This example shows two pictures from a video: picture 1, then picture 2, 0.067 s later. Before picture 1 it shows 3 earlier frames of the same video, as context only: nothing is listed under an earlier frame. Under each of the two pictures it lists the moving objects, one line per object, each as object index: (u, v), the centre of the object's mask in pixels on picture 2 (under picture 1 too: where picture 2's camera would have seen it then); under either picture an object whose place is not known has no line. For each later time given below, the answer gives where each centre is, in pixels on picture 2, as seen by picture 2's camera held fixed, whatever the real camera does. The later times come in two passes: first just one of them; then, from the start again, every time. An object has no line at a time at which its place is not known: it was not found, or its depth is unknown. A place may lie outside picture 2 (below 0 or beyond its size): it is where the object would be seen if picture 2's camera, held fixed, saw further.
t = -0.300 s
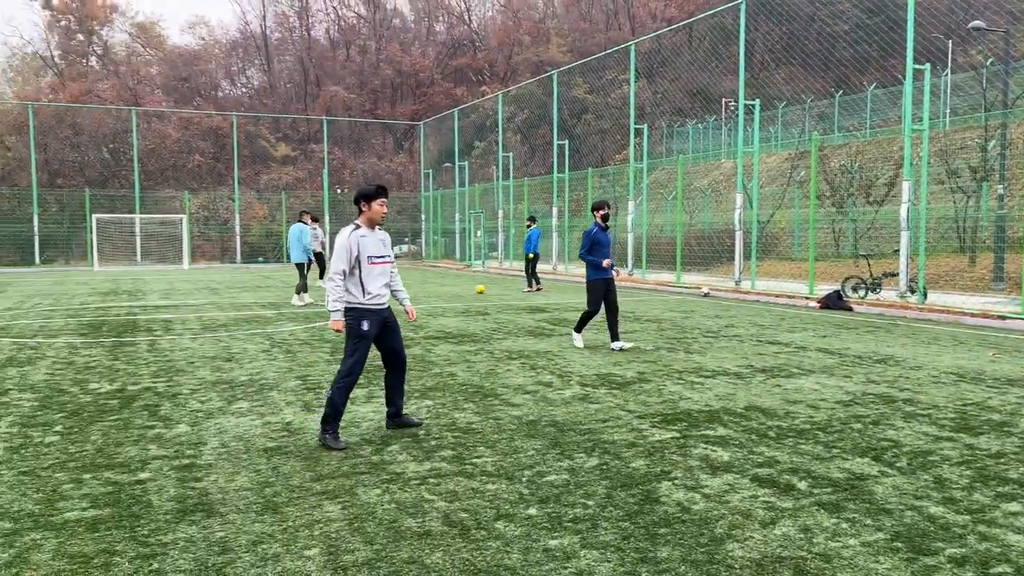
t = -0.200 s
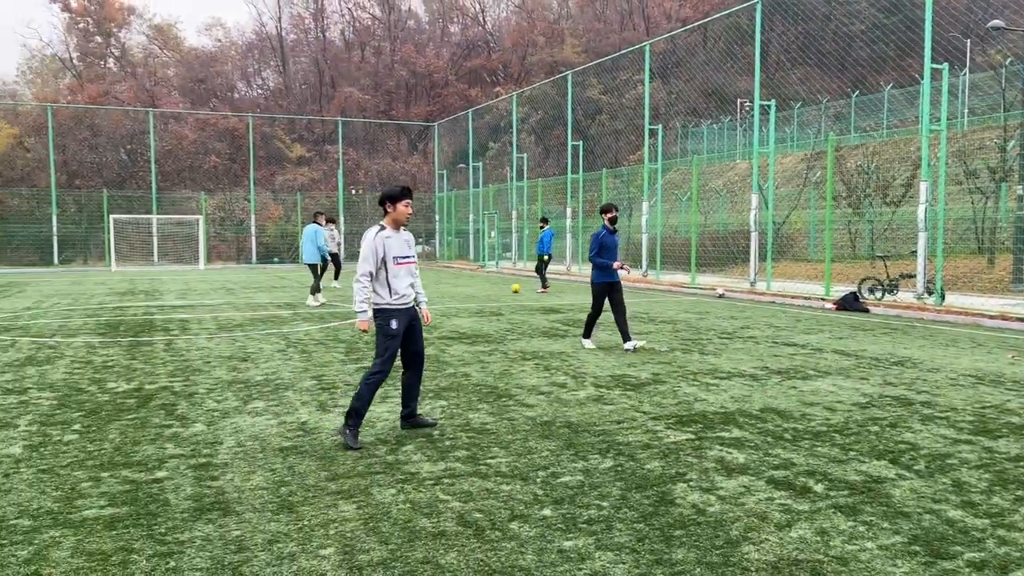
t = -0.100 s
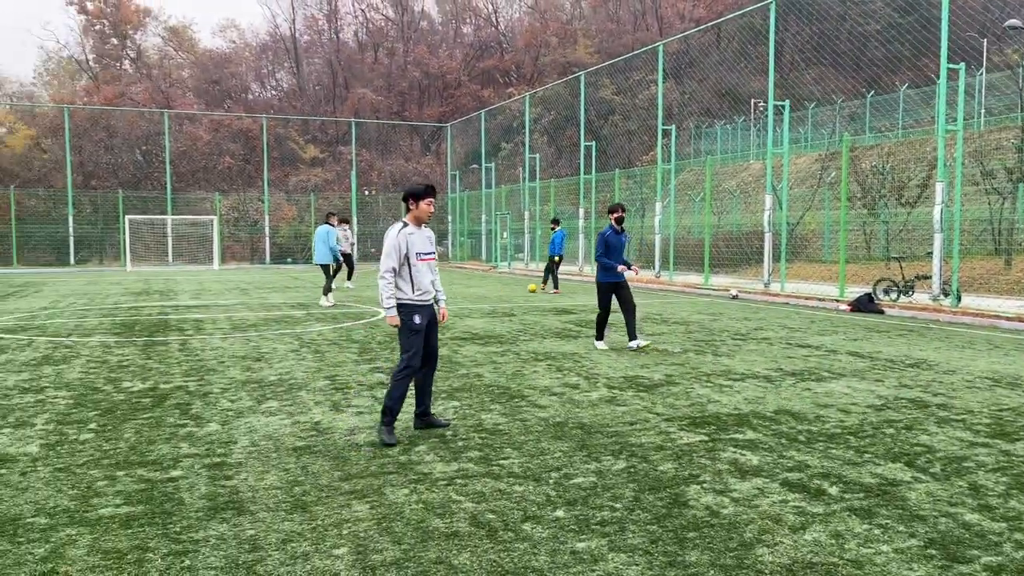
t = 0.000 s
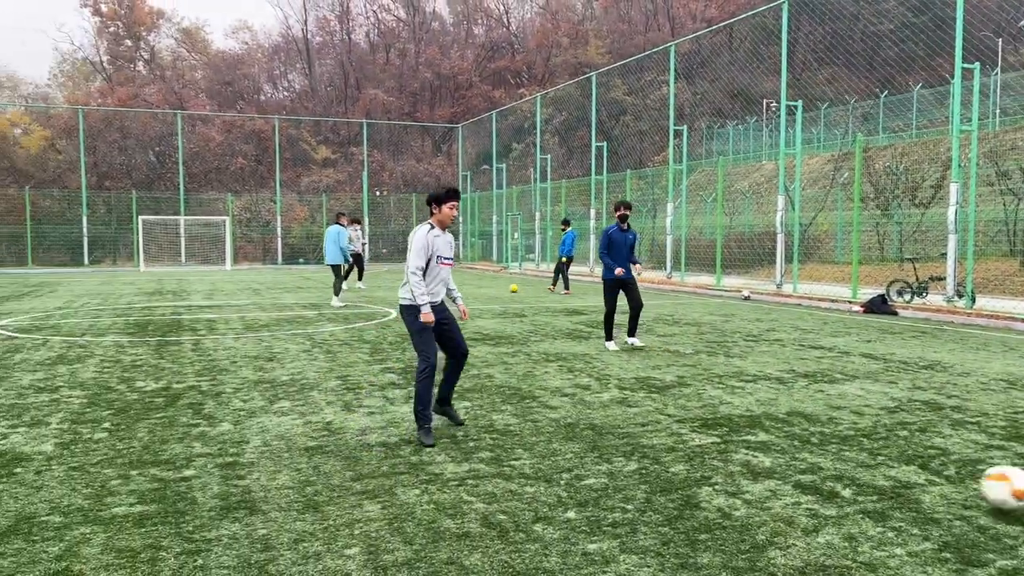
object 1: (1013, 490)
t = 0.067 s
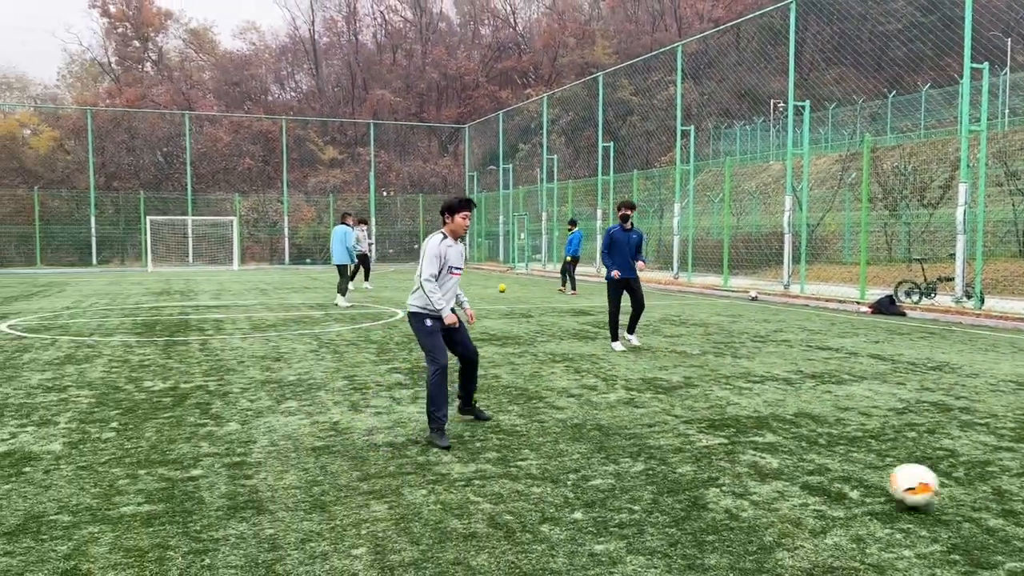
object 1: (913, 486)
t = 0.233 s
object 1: (698, 465)
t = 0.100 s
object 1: (864, 484)
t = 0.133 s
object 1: (821, 476)
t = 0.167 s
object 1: (779, 470)
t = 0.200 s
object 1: (738, 468)
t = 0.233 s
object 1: (698, 465)
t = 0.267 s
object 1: (659, 465)
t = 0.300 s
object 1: (623, 462)
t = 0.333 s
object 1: (589, 457)
